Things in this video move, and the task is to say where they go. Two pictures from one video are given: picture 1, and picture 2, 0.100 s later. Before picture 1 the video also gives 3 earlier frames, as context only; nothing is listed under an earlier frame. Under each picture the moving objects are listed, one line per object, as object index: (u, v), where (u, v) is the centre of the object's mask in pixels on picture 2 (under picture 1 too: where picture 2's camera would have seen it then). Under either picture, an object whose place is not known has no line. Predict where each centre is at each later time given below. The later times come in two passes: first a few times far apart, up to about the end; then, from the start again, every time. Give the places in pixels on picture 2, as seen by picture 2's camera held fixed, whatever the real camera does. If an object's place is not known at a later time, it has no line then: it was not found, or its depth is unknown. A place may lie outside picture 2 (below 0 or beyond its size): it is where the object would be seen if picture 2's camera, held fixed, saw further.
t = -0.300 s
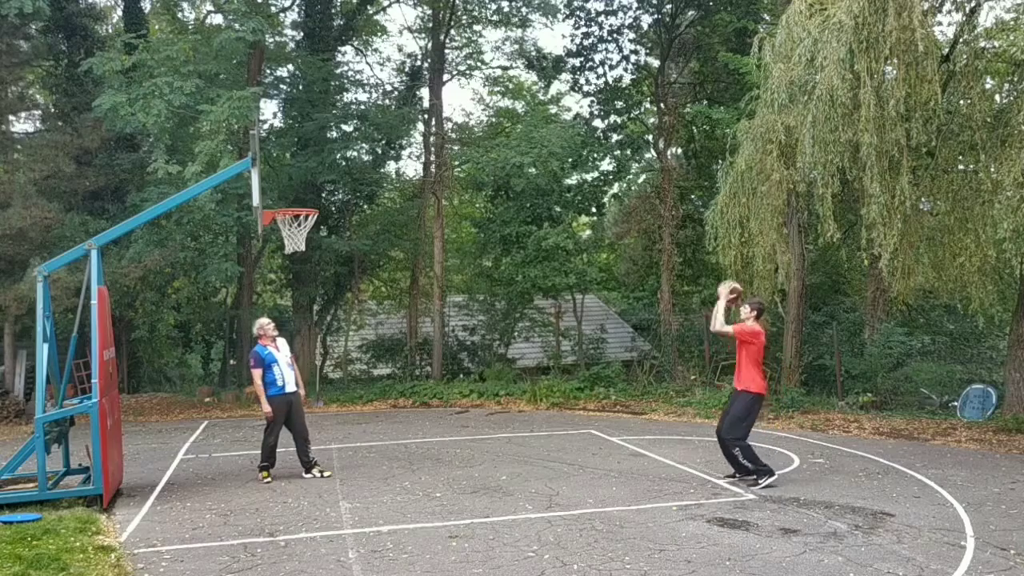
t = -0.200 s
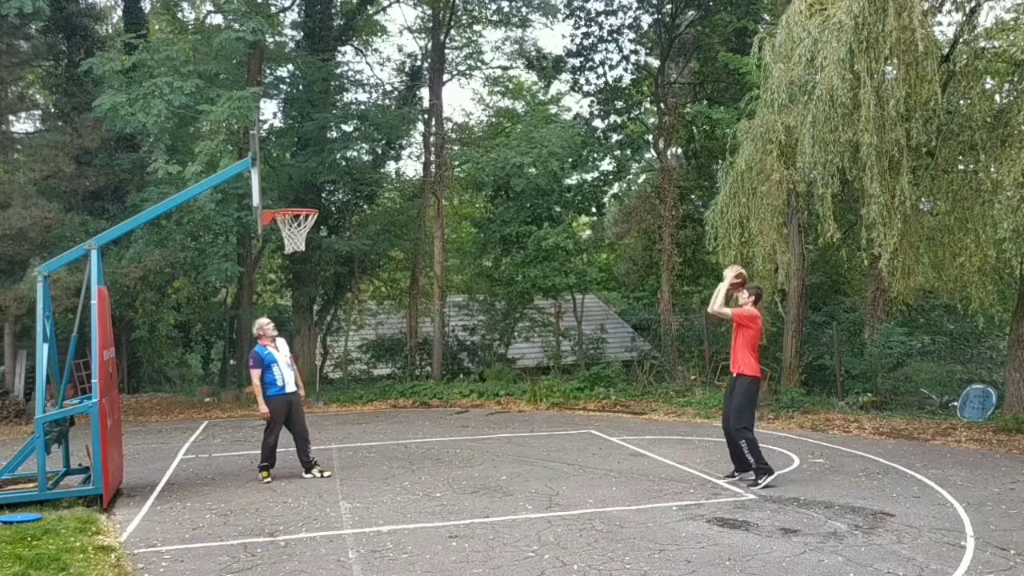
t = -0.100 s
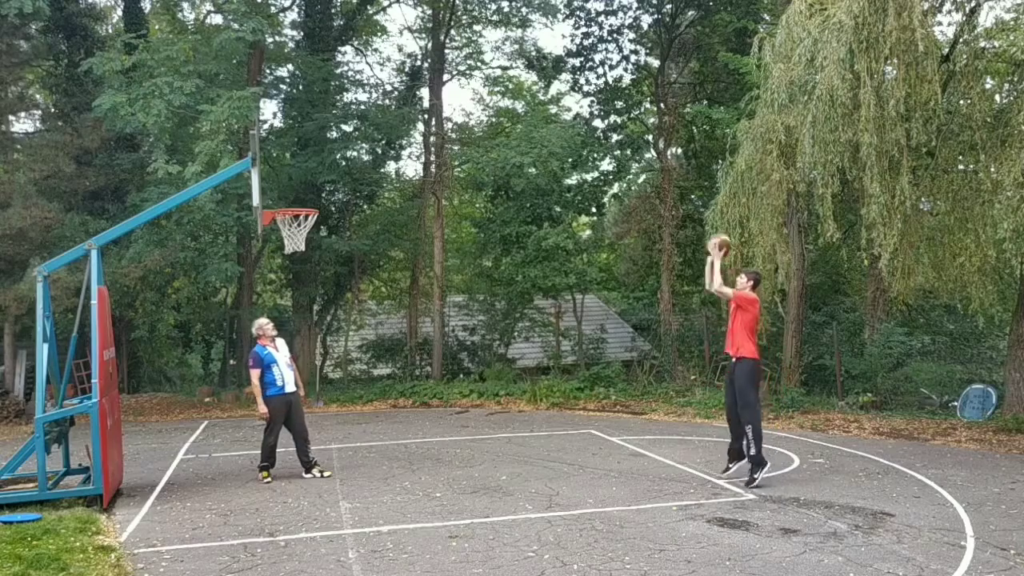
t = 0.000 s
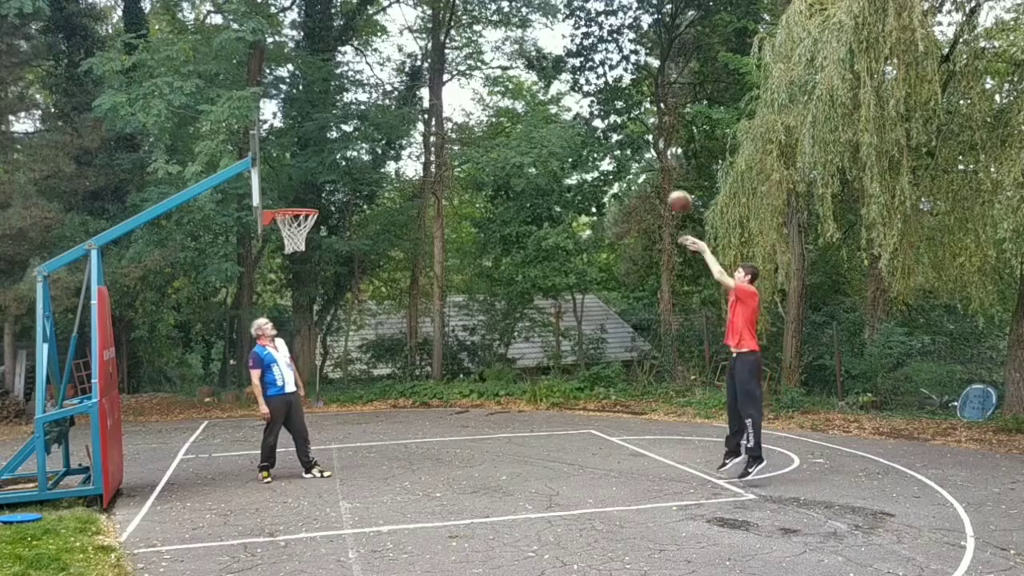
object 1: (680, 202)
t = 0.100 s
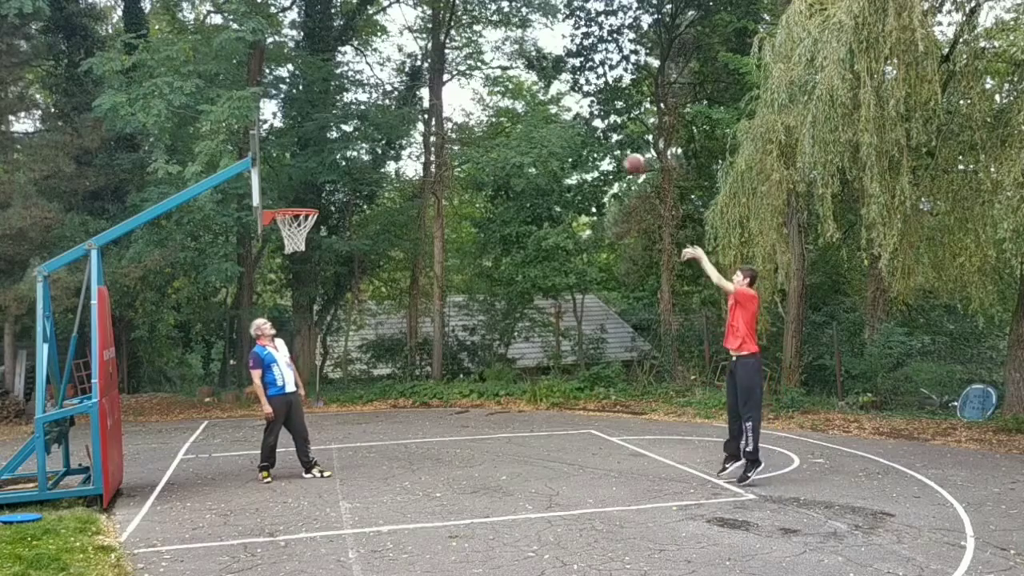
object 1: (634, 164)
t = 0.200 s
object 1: (590, 138)
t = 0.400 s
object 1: (507, 112)
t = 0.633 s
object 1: (411, 124)
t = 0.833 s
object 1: (335, 172)
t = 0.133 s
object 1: (620, 155)
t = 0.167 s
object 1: (605, 145)
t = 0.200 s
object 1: (590, 138)
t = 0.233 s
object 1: (575, 130)
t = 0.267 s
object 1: (561, 125)
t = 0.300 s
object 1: (547, 118)
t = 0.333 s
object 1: (534, 115)
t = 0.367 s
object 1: (520, 112)
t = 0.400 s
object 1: (507, 112)
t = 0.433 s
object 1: (493, 111)
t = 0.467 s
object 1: (478, 111)
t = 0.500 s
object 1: (464, 112)
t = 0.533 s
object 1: (450, 114)
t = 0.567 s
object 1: (437, 116)
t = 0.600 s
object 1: (424, 119)
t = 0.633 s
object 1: (411, 124)
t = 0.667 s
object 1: (398, 129)
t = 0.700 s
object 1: (385, 135)
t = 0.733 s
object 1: (373, 143)
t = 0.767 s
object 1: (361, 152)
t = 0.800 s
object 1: (348, 161)
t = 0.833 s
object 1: (335, 172)
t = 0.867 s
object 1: (323, 183)
